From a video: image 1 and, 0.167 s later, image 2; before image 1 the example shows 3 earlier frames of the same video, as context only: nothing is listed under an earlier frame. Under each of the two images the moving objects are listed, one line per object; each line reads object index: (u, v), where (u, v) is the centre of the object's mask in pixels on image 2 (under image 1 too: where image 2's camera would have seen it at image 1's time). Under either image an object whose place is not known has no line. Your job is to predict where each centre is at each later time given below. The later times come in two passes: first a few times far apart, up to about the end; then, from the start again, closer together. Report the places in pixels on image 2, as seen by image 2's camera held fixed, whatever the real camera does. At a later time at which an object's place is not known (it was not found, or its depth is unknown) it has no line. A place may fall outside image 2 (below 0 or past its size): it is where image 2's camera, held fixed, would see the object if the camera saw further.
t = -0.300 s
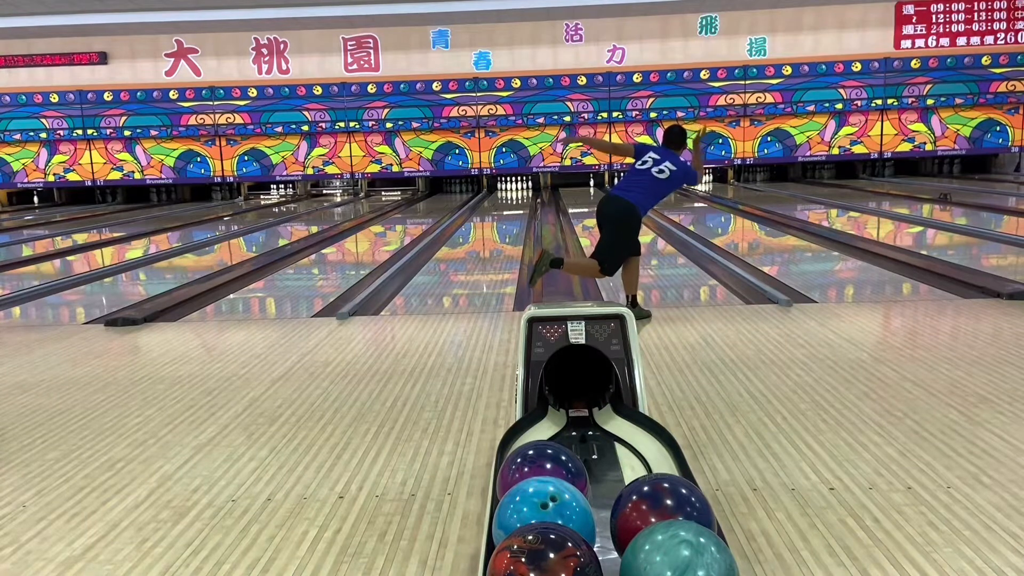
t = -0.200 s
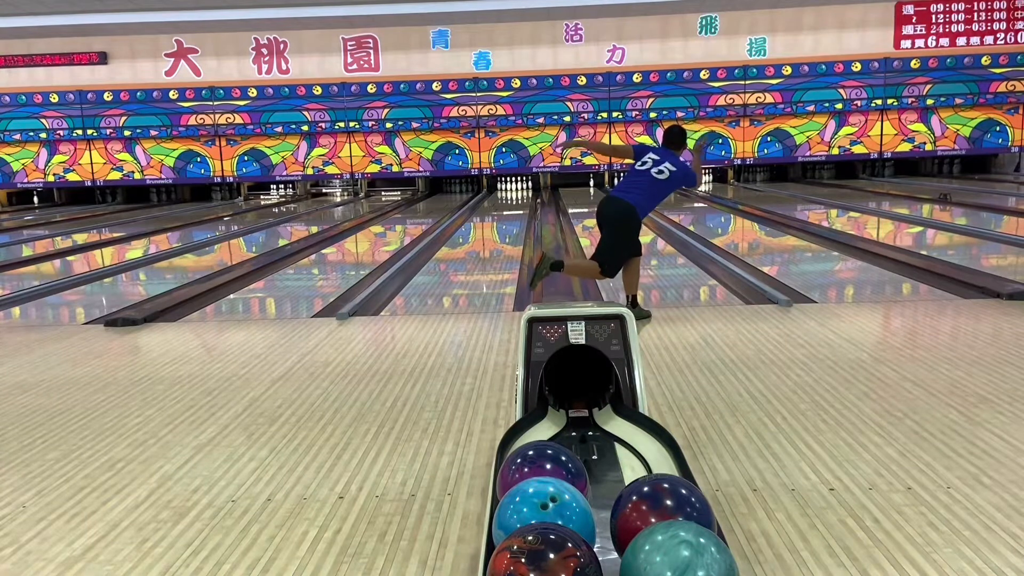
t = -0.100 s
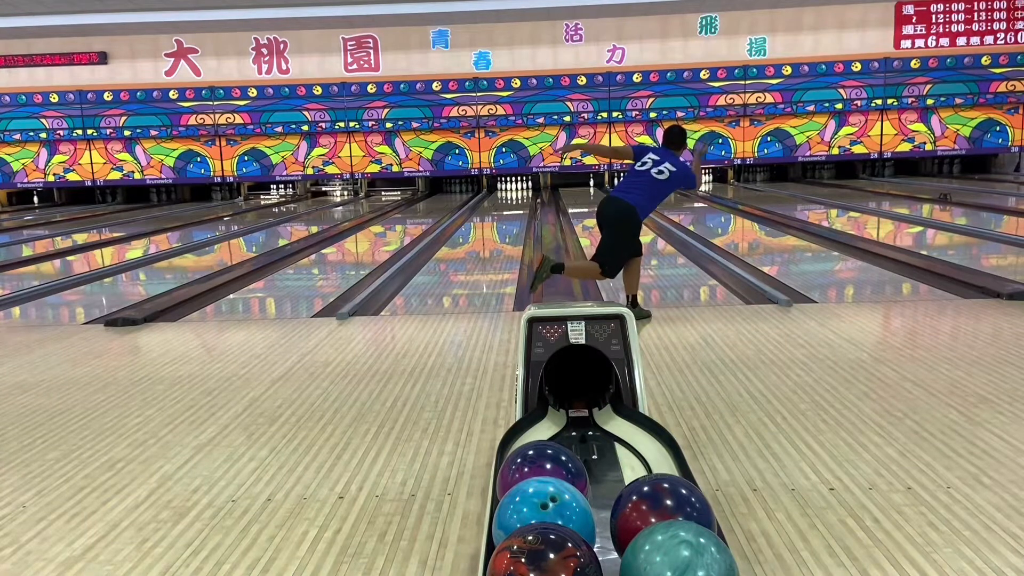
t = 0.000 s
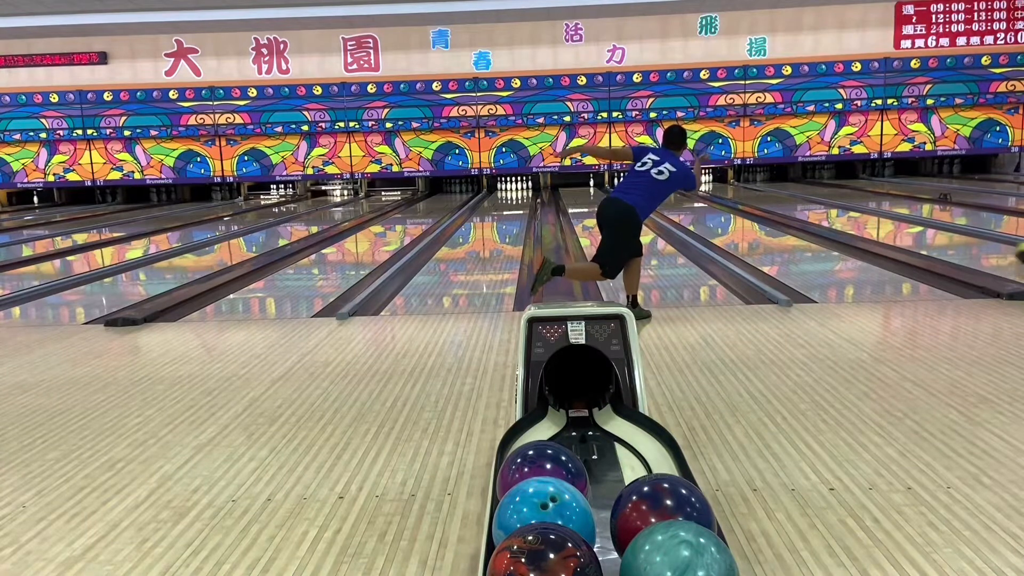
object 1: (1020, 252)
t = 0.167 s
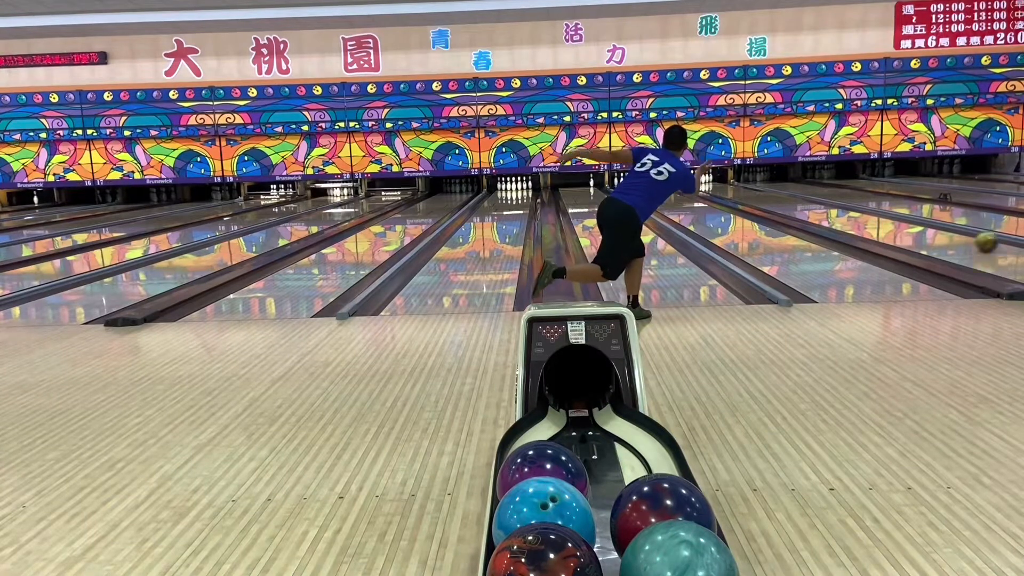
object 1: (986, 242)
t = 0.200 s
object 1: (979, 241)
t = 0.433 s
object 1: (933, 230)
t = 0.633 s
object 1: (902, 222)
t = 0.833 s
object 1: (875, 216)
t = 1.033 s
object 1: (852, 211)
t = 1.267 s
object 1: (829, 205)
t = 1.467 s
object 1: (812, 202)
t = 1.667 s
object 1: (797, 198)
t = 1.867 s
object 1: (783, 196)
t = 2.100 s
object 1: (769, 192)
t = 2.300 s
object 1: (759, 191)
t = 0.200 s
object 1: (979, 241)
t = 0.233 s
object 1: (971, 239)
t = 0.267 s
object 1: (964, 237)
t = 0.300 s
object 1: (958, 236)
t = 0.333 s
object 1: (952, 234)
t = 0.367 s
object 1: (946, 232)
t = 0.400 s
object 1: (939, 231)
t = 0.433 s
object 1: (933, 230)
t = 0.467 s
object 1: (928, 228)
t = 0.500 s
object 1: (923, 227)
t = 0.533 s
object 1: (917, 226)
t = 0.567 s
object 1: (912, 225)
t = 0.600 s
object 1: (906, 223)
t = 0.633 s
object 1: (902, 222)
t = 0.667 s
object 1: (897, 221)
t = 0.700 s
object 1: (892, 220)
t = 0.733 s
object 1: (887, 219)
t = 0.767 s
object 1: (883, 218)
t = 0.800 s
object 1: (879, 217)
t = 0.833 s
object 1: (875, 216)
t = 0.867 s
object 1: (871, 216)
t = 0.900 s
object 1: (867, 214)
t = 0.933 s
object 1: (863, 213)
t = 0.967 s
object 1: (859, 212)
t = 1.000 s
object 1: (855, 212)
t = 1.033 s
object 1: (852, 211)
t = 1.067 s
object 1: (849, 210)
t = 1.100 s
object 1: (845, 209)
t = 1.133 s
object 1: (842, 208)
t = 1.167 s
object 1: (838, 208)
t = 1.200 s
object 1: (835, 207)
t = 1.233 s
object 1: (833, 206)
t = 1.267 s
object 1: (829, 205)
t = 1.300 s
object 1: (826, 205)
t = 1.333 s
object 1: (823, 204)
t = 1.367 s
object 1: (821, 203)
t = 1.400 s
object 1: (818, 203)
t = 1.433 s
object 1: (815, 202)
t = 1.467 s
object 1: (812, 202)
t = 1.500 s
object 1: (809, 201)
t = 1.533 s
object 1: (807, 200)
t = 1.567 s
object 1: (804, 200)
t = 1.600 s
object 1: (802, 199)
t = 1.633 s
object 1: (799, 199)
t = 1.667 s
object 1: (797, 198)
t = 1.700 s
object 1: (795, 198)
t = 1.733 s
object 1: (791, 198)
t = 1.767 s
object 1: (790, 197)
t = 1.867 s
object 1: (783, 196)
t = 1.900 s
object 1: (781, 195)
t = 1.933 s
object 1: (779, 194)
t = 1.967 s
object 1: (777, 194)
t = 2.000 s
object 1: (775, 194)
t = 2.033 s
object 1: (773, 193)
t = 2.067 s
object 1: (772, 192)
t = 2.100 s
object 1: (769, 192)
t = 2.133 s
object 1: (768, 192)
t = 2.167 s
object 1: (766, 191)
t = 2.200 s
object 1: (763, 192)
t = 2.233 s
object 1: (762, 191)
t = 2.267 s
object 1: (760, 191)
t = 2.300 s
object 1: (759, 191)
